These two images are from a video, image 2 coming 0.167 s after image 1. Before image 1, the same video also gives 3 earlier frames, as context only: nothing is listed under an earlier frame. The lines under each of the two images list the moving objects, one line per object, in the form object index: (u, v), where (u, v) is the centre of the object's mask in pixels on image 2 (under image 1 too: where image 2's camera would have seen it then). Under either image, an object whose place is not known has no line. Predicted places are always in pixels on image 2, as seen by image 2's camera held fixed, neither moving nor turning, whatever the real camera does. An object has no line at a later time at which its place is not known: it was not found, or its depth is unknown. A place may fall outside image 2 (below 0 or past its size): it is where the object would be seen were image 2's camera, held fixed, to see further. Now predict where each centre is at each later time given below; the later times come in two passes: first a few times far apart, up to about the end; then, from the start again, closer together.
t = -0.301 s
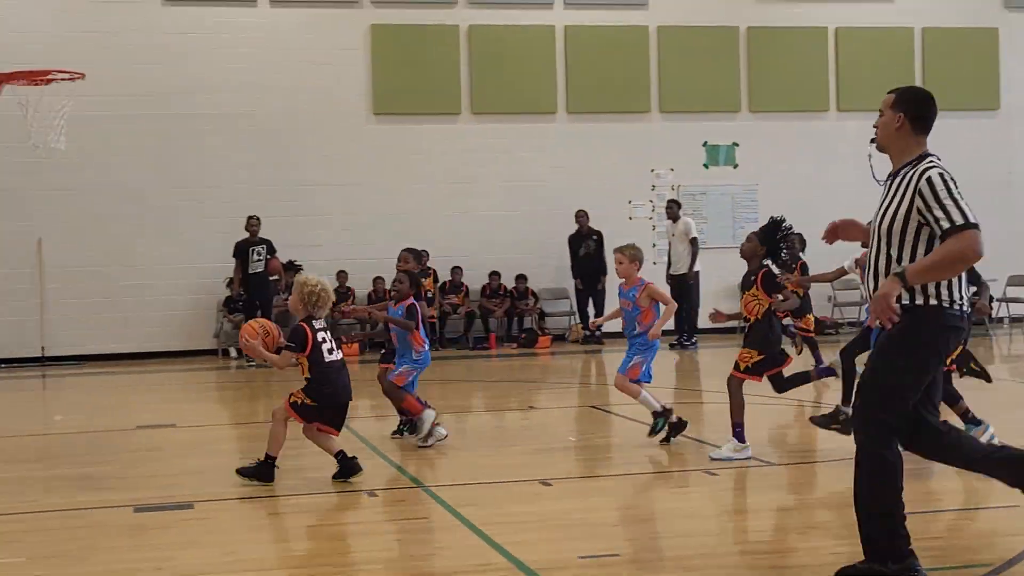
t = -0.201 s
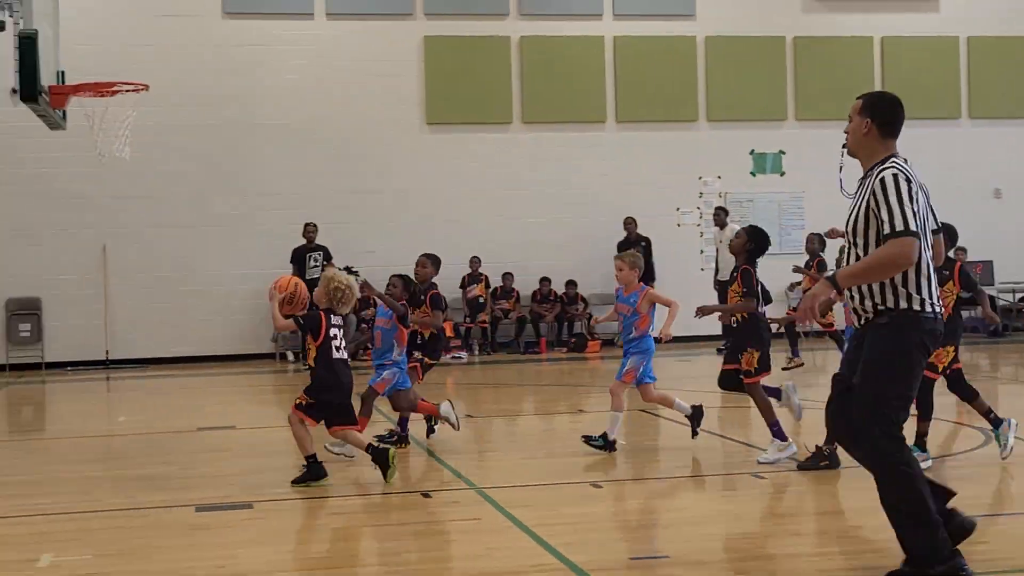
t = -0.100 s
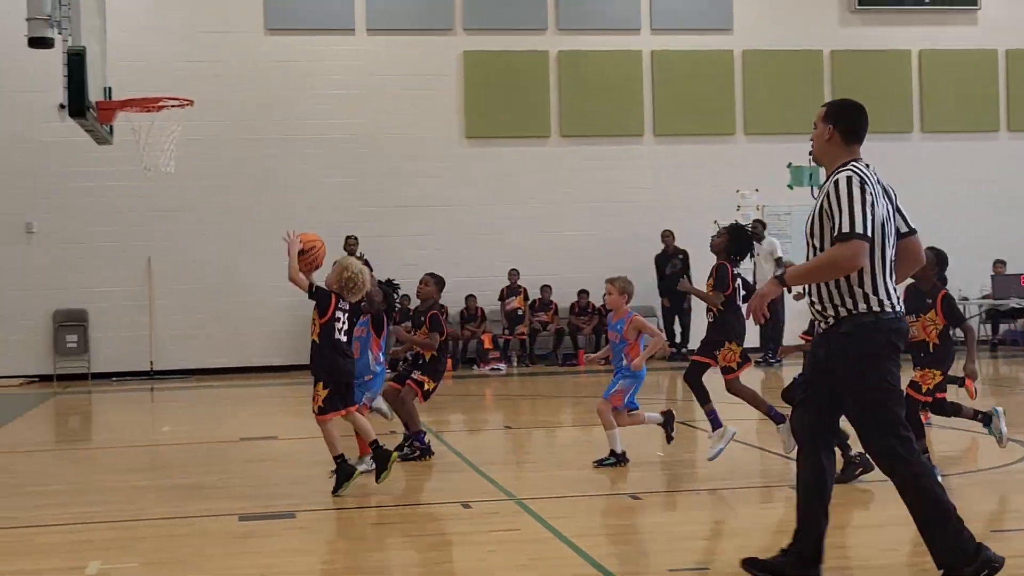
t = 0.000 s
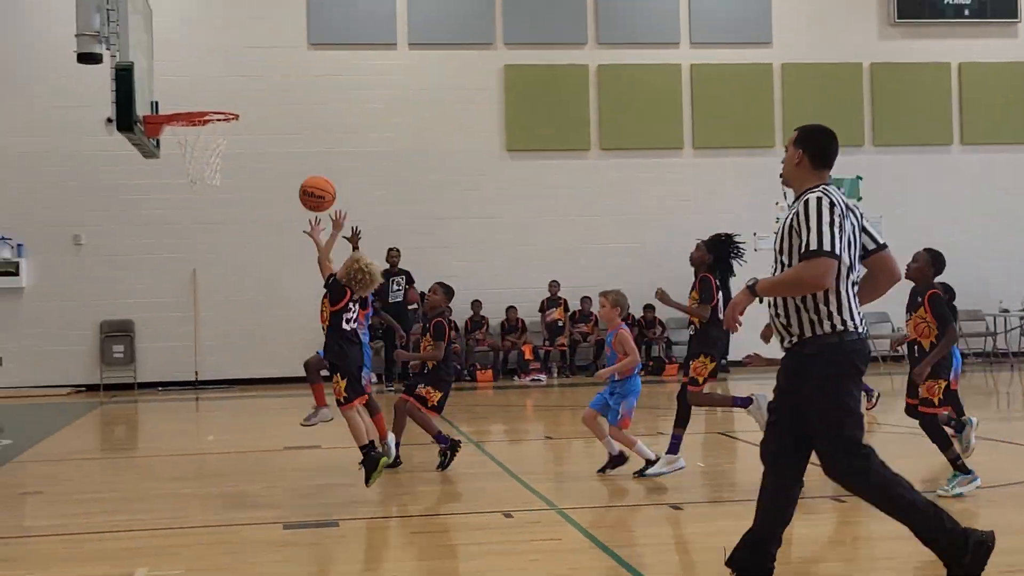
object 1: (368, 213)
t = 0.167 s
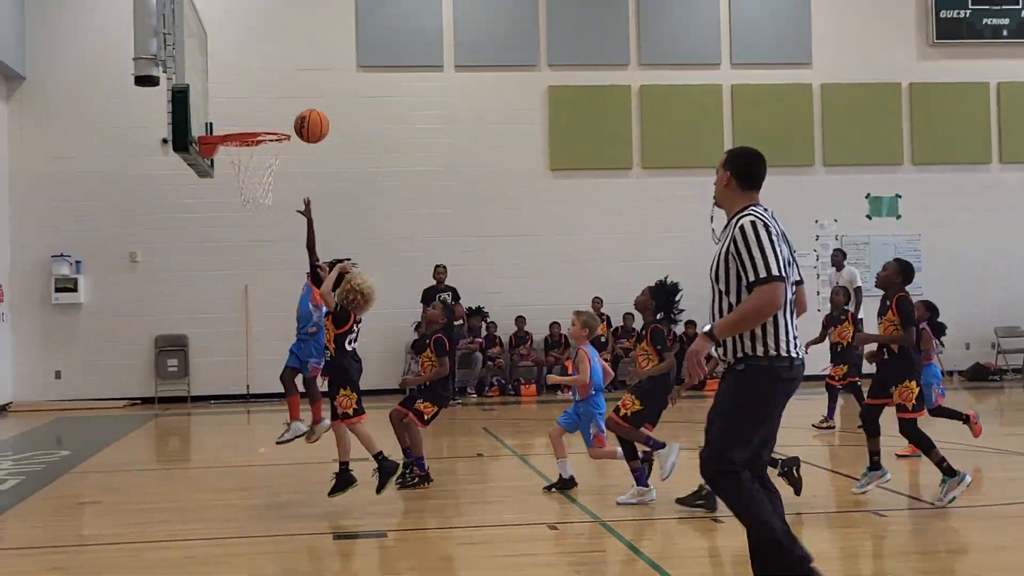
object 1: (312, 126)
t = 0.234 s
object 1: (293, 106)
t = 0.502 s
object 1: (212, 83)
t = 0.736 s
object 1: (263, 112)
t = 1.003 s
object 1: (313, 105)
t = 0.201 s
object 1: (301, 115)
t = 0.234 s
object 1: (293, 106)
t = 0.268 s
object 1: (282, 97)
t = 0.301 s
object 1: (271, 90)
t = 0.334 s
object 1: (261, 85)
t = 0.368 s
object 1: (251, 81)
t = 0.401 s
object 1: (241, 80)
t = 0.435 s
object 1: (231, 79)
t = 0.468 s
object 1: (222, 81)
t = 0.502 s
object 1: (212, 83)
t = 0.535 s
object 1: (217, 87)
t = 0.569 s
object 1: (225, 93)
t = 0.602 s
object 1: (234, 99)
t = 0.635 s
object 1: (242, 108)
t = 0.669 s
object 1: (250, 116)
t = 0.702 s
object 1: (257, 117)
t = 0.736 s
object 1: (263, 112)
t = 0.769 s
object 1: (269, 105)
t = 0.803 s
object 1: (275, 100)
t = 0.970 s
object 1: (306, 100)
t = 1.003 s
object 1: (313, 105)
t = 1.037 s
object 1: (320, 111)
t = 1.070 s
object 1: (328, 119)
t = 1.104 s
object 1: (335, 130)
